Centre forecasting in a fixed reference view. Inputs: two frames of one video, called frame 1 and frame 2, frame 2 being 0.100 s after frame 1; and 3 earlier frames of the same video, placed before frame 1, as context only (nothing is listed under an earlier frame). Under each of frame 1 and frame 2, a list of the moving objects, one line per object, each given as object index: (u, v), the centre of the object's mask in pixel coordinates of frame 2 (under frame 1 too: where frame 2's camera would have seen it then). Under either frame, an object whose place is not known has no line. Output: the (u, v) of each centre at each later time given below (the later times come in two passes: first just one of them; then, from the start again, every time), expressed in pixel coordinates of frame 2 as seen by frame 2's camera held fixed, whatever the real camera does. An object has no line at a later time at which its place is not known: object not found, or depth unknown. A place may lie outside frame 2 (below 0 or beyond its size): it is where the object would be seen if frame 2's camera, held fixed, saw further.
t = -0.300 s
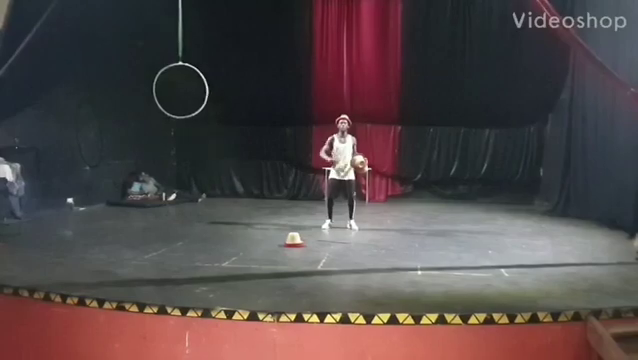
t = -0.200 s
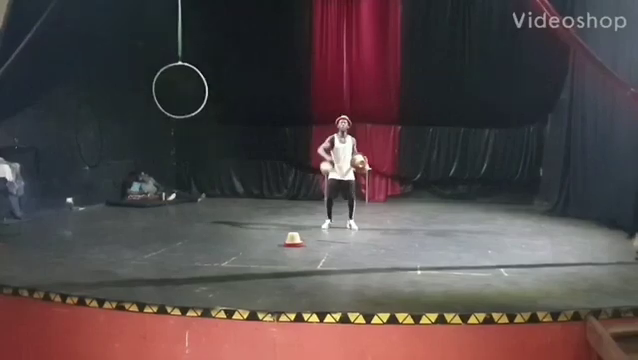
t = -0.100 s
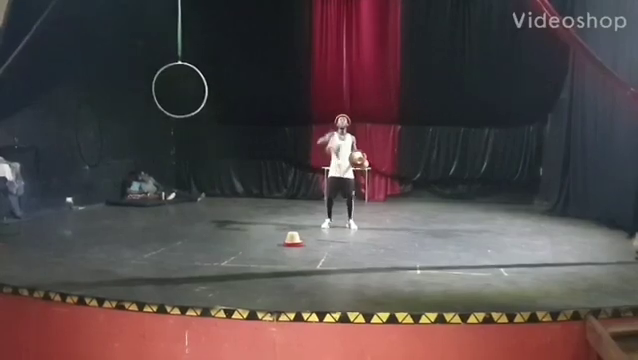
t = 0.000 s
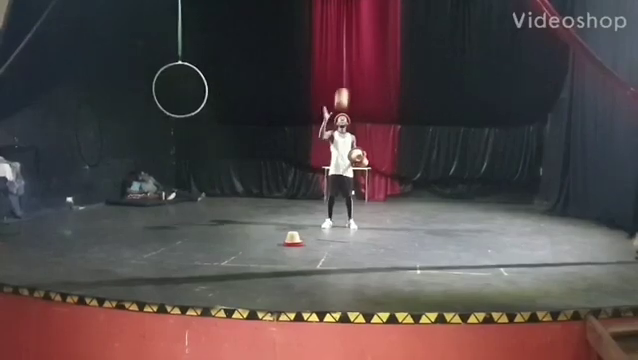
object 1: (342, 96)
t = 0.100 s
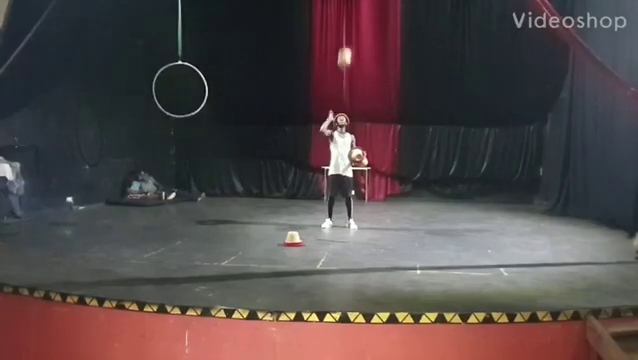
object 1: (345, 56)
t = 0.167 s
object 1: (347, 32)
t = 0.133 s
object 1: (346, 43)
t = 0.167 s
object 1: (347, 32)
